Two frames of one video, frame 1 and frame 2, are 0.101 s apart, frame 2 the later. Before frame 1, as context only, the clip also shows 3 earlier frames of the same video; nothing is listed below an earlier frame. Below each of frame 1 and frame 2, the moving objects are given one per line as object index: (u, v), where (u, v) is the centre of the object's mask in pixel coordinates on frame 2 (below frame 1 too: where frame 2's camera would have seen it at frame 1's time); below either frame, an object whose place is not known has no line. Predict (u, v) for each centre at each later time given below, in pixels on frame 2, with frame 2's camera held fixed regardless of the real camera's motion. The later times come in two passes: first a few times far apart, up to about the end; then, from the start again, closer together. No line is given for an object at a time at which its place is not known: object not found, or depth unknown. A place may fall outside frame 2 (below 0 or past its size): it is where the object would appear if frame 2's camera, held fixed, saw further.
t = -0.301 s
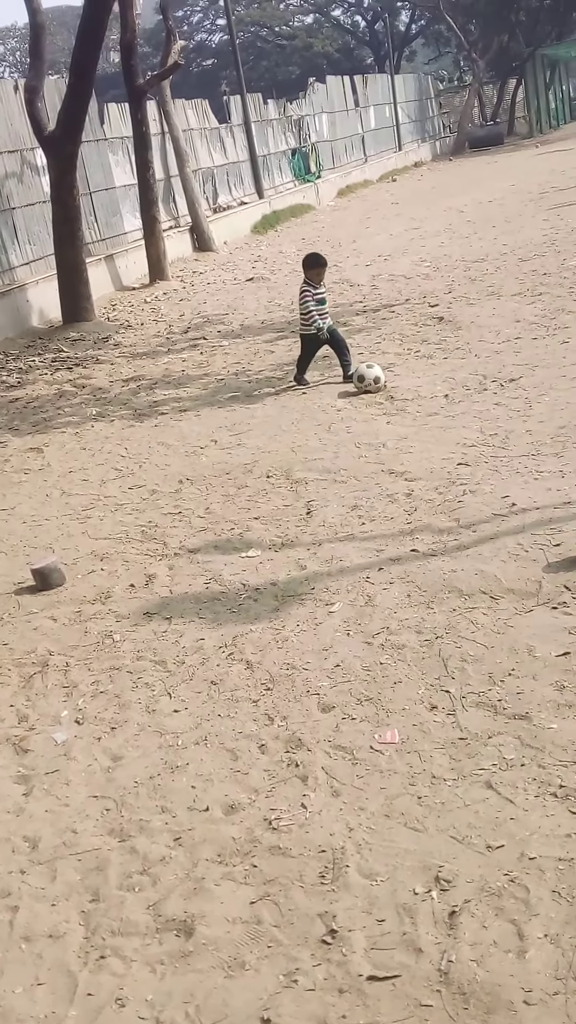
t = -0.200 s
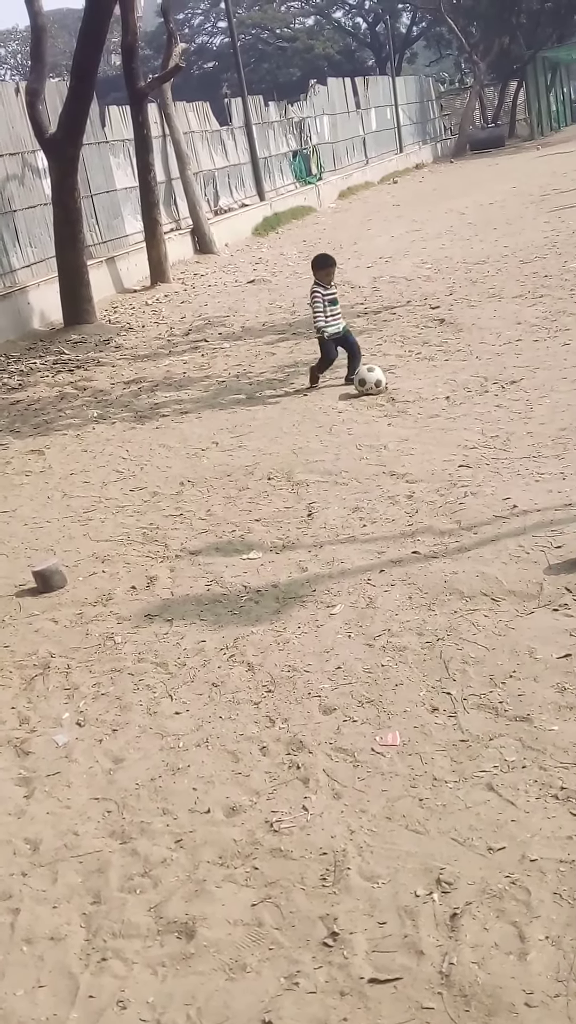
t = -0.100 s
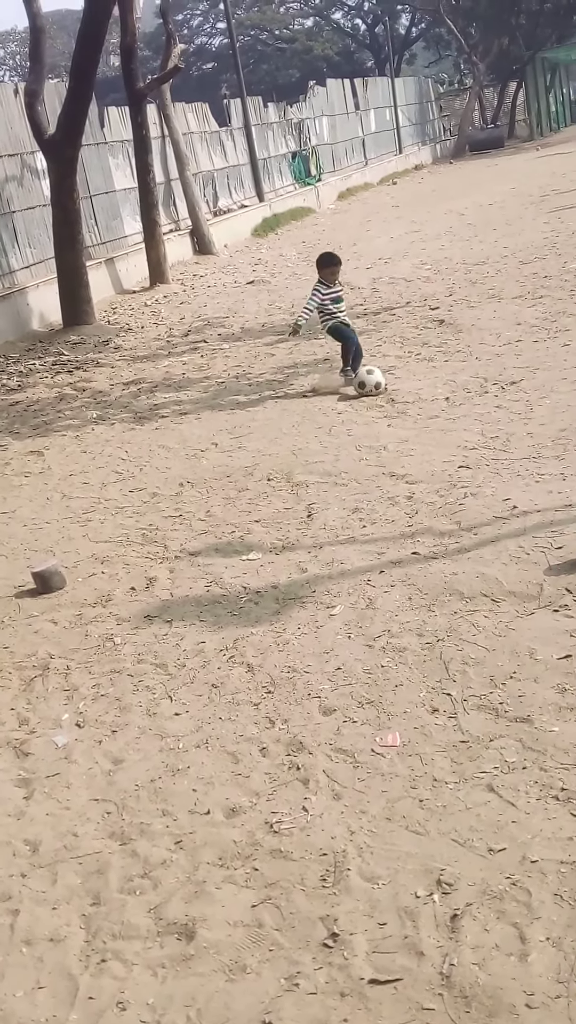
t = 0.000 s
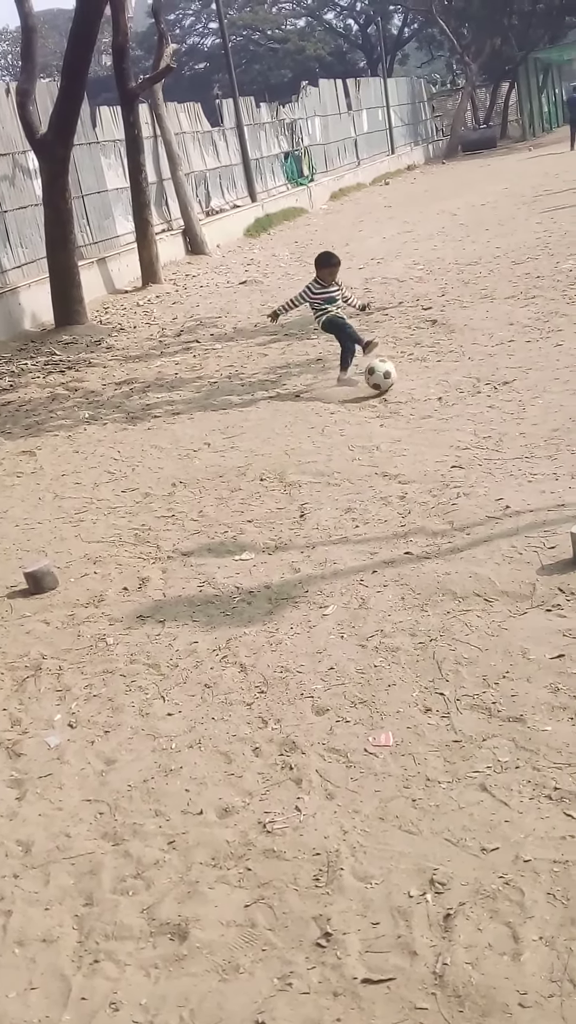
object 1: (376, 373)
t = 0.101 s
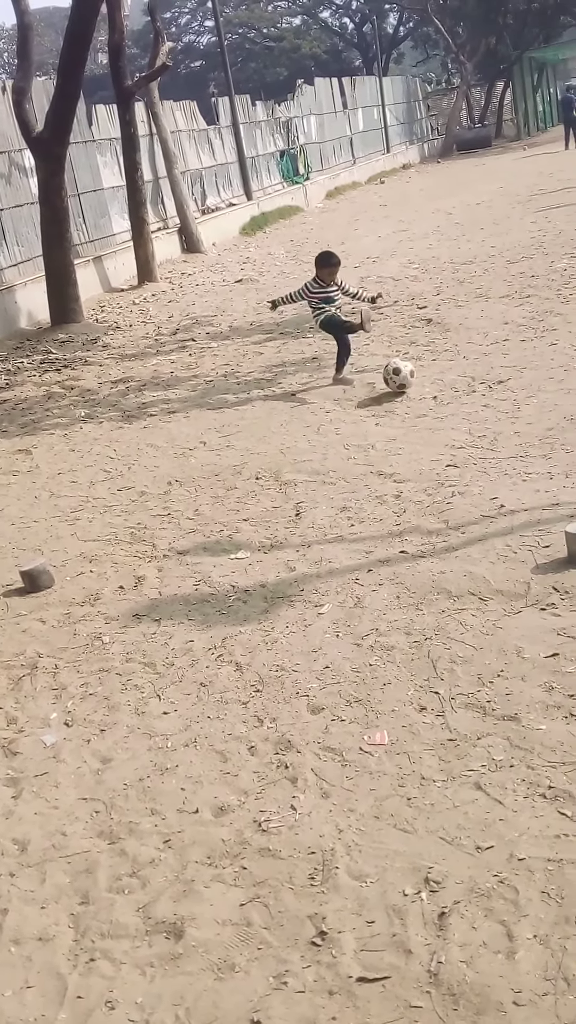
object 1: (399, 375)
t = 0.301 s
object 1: (454, 382)
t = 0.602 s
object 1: (538, 383)
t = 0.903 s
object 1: (628, 384)
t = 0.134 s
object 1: (408, 378)
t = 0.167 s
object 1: (417, 381)
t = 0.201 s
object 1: (427, 383)
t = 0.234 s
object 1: (436, 383)
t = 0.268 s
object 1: (446, 384)
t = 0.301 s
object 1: (454, 382)
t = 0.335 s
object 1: (462, 380)
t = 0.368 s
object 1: (471, 379)
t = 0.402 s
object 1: (479, 379)
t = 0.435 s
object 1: (489, 382)
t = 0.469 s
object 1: (499, 383)
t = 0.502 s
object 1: (509, 382)
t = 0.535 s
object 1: (519, 382)
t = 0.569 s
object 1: (528, 382)
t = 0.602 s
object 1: (538, 383)
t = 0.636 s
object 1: (547, 384)
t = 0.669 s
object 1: (557, 382)
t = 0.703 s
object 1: (566, 382)
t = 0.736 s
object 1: (577, 383)
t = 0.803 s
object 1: (597, 385)
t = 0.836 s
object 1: (608, 385)
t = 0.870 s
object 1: (617, 384)
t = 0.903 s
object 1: (628, 384)
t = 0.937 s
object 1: (637, 385)
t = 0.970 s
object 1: (647, 384)
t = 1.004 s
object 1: (656, 384)
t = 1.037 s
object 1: (662, 383)
